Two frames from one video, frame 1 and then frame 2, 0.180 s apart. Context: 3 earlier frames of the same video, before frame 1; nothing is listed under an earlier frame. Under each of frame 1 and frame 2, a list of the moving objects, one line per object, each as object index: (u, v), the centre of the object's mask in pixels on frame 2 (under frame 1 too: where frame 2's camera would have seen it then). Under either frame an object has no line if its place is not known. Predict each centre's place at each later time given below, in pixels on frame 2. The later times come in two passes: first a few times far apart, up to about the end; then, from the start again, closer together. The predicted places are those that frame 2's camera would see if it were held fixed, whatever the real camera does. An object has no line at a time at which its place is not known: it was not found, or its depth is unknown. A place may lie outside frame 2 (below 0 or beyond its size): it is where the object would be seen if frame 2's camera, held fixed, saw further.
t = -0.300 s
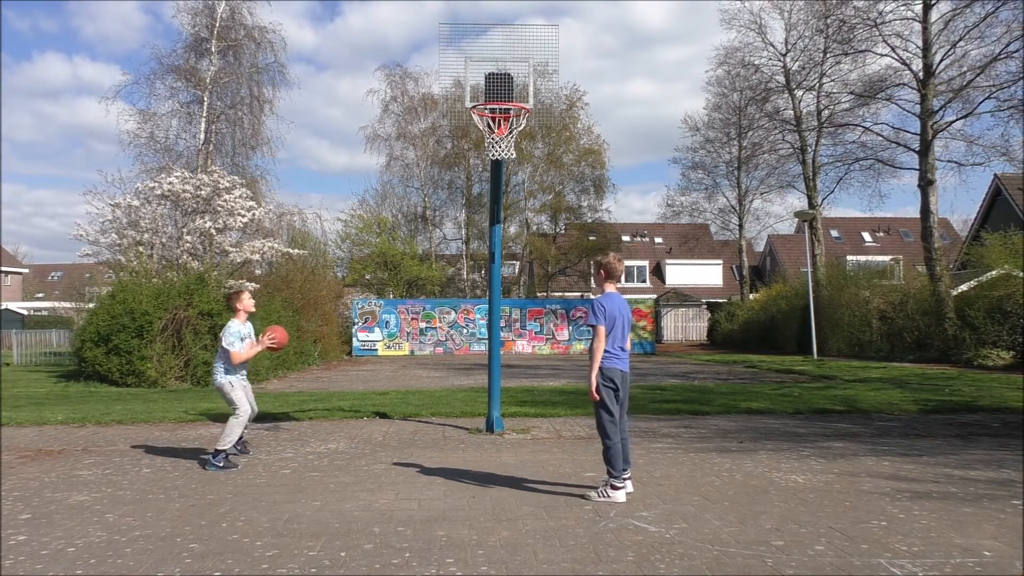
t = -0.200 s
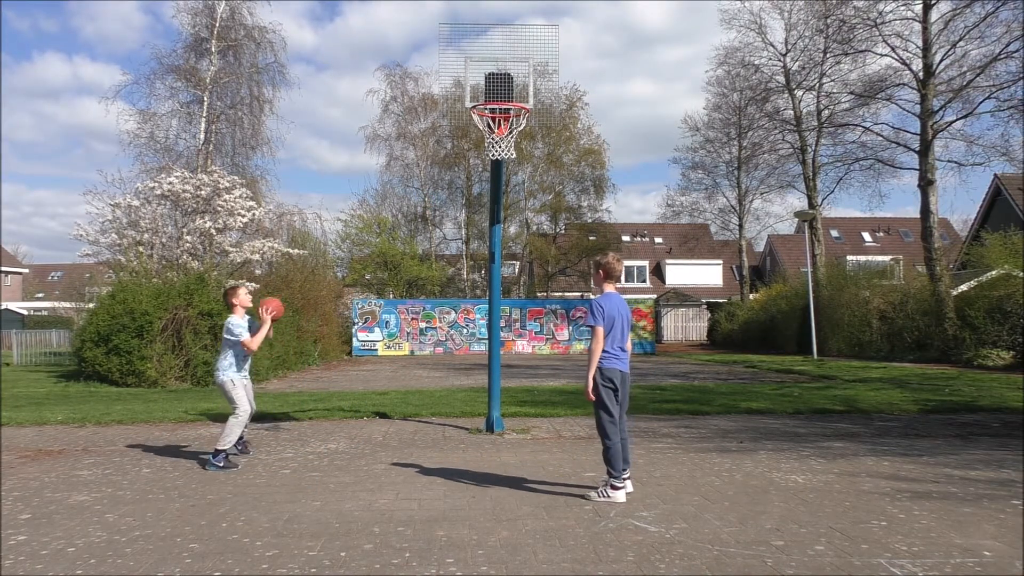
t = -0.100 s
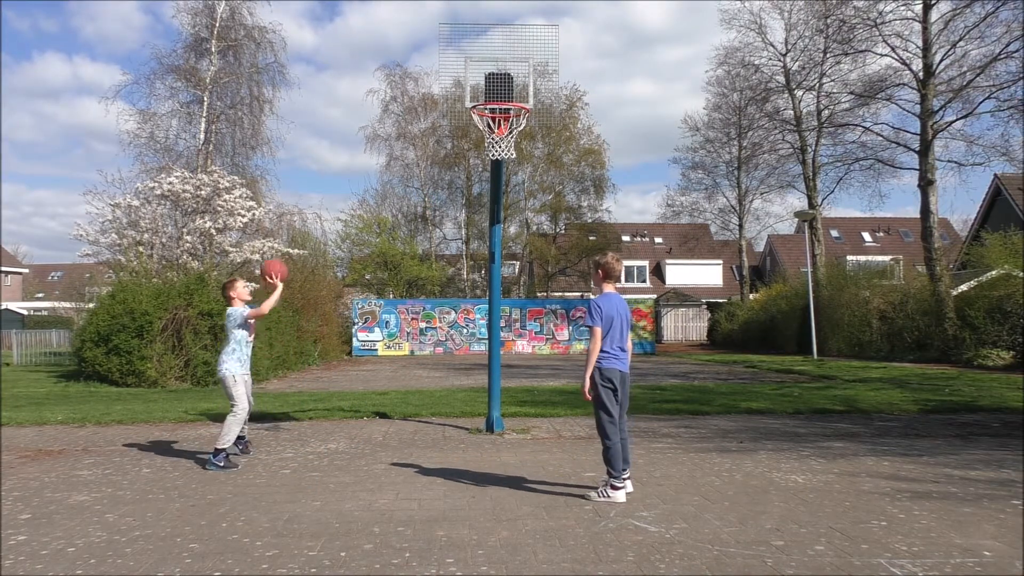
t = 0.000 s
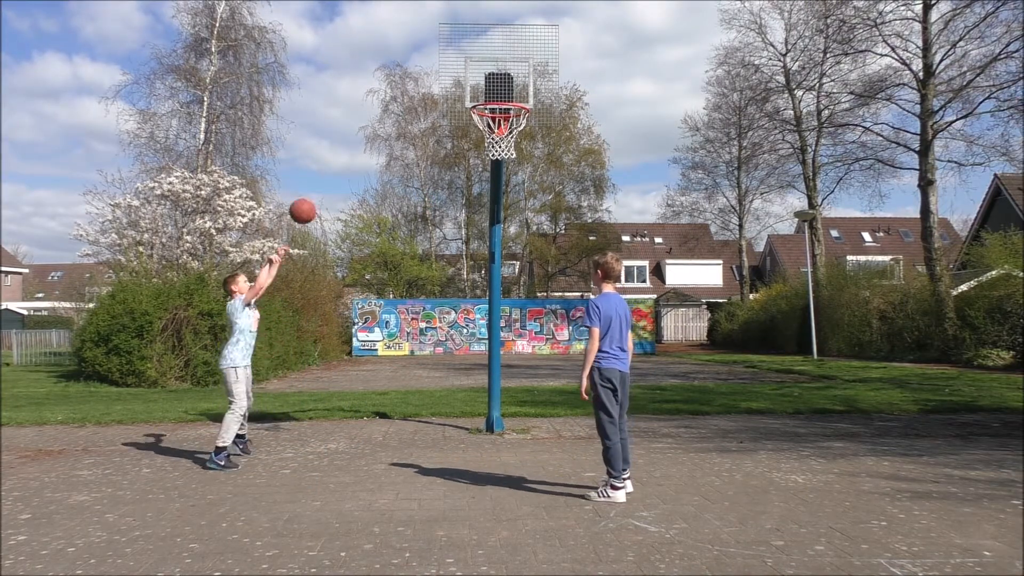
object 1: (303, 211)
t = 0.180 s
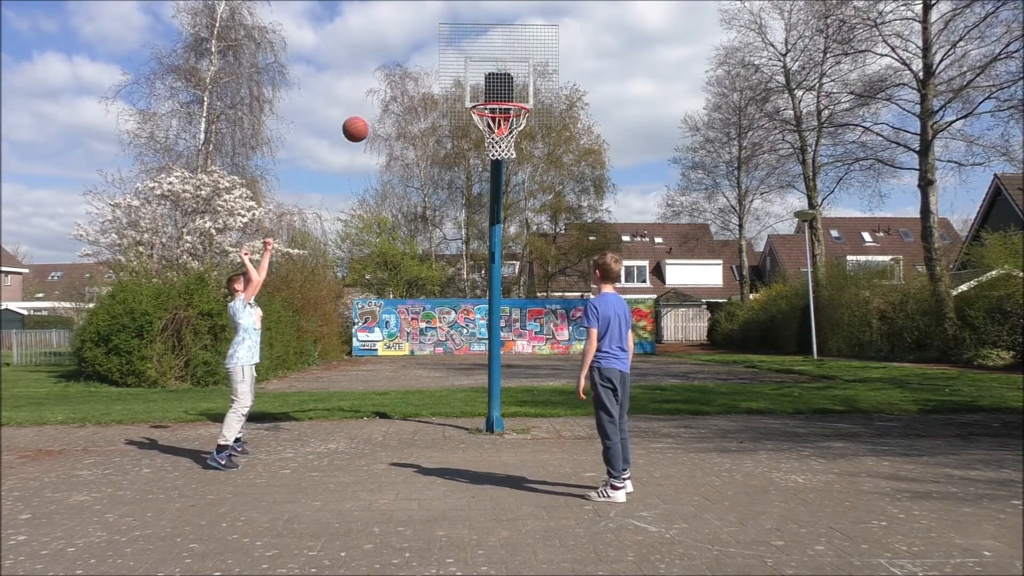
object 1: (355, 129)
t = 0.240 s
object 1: (373, 110)
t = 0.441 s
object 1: (430, 78)
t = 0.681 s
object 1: (498, 94)
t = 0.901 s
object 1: (530, 87)
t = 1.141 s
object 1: (563, 123)
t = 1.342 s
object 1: (590, 203)
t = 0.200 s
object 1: (361, 122)
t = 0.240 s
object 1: (373, 110)
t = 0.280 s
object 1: (384, 100)
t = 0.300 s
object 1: (390, 96)
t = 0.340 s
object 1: (402, 88)
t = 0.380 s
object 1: (413, 83)
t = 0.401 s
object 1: (419, 81)
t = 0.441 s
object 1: (430, 78)
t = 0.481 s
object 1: (441, 77)
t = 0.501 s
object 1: (447, 77)
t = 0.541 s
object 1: (458, 78)
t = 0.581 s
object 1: (469, 82)
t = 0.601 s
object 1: (475, 84)
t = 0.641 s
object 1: (486, 90)
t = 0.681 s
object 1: (498, 94)
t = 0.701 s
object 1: (503, 97)
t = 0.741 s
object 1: (510, 95)
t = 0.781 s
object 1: (515, 92)
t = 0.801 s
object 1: (518, 91)
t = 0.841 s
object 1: (522, 89)
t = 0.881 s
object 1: (528, 87)
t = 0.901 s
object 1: (530, 87)
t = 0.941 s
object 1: (536, 89)
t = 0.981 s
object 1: (541, 92)
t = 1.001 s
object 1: (544, 94)
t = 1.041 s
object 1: (549, 100)
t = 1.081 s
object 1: (555, 108)
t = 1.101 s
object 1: (558, 113)
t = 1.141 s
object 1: (563, 123)
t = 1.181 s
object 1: (568, 136)
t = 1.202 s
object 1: (571, 142)
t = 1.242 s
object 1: (576, 158)
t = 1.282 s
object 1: (582, 175)
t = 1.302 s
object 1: (584, 183)
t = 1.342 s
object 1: (590, 203)
